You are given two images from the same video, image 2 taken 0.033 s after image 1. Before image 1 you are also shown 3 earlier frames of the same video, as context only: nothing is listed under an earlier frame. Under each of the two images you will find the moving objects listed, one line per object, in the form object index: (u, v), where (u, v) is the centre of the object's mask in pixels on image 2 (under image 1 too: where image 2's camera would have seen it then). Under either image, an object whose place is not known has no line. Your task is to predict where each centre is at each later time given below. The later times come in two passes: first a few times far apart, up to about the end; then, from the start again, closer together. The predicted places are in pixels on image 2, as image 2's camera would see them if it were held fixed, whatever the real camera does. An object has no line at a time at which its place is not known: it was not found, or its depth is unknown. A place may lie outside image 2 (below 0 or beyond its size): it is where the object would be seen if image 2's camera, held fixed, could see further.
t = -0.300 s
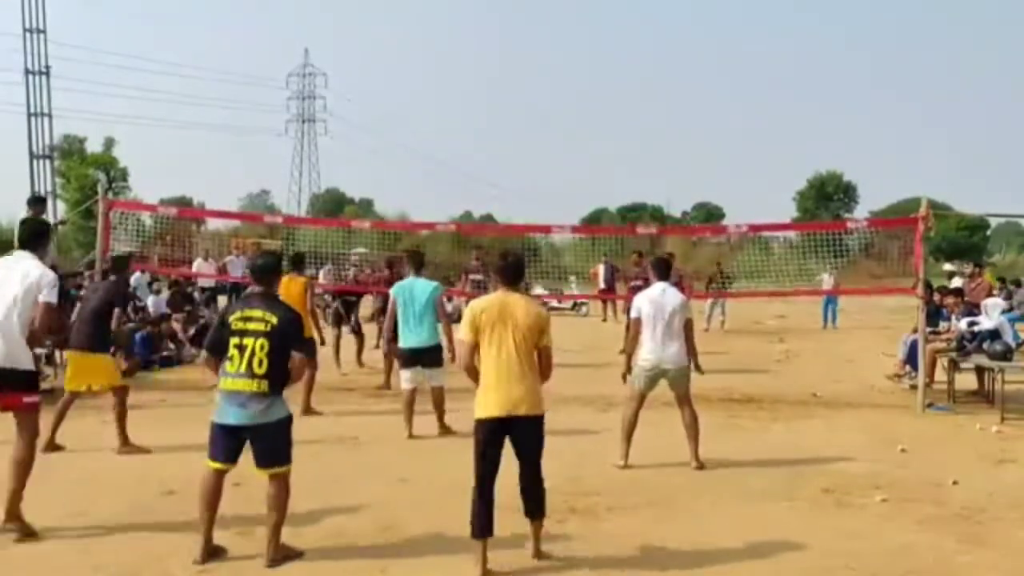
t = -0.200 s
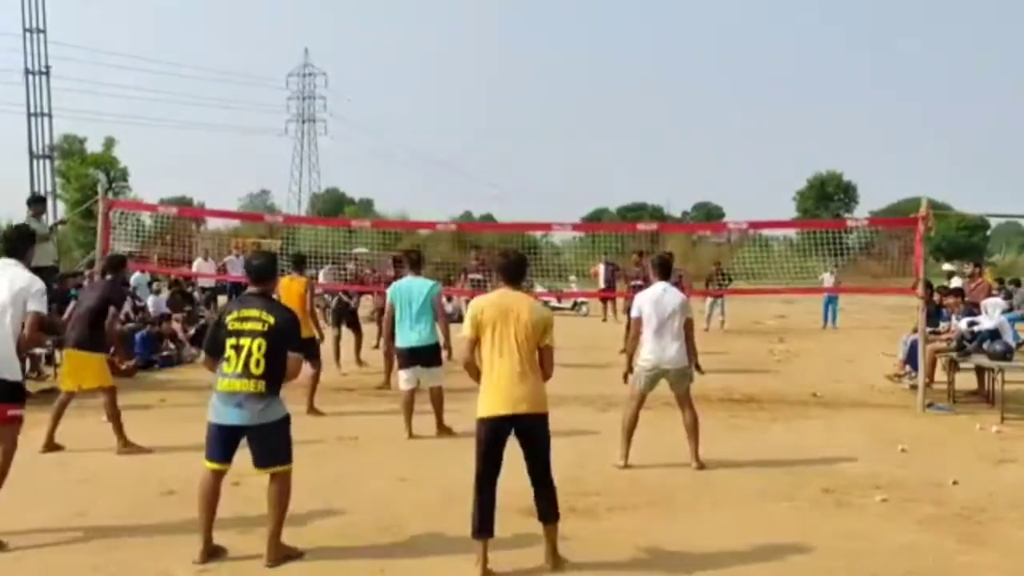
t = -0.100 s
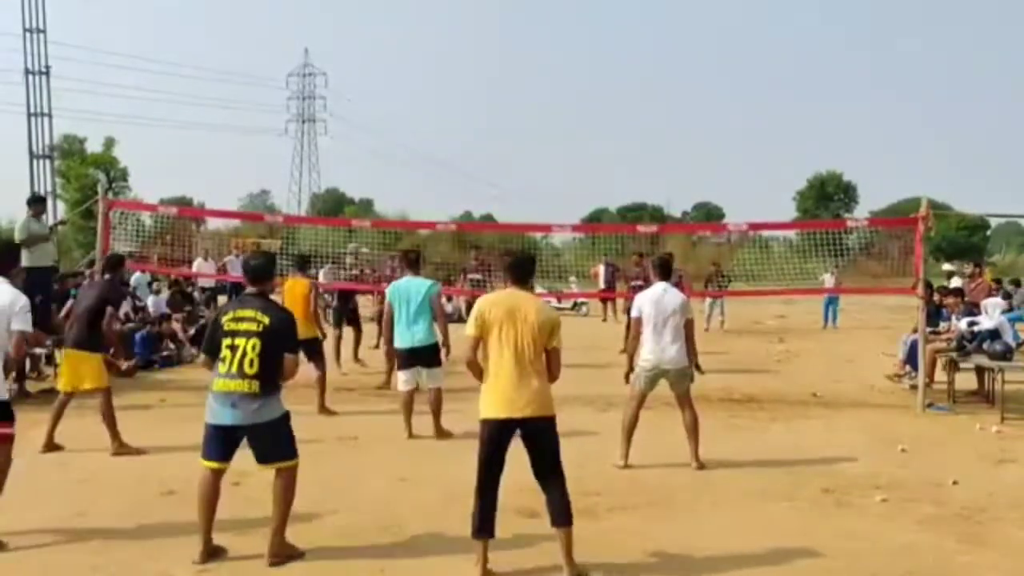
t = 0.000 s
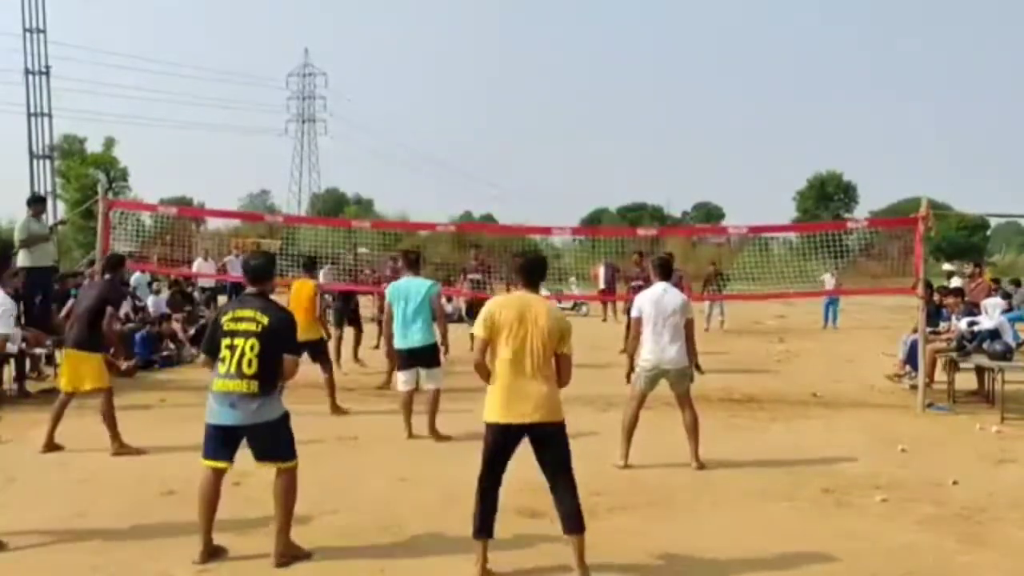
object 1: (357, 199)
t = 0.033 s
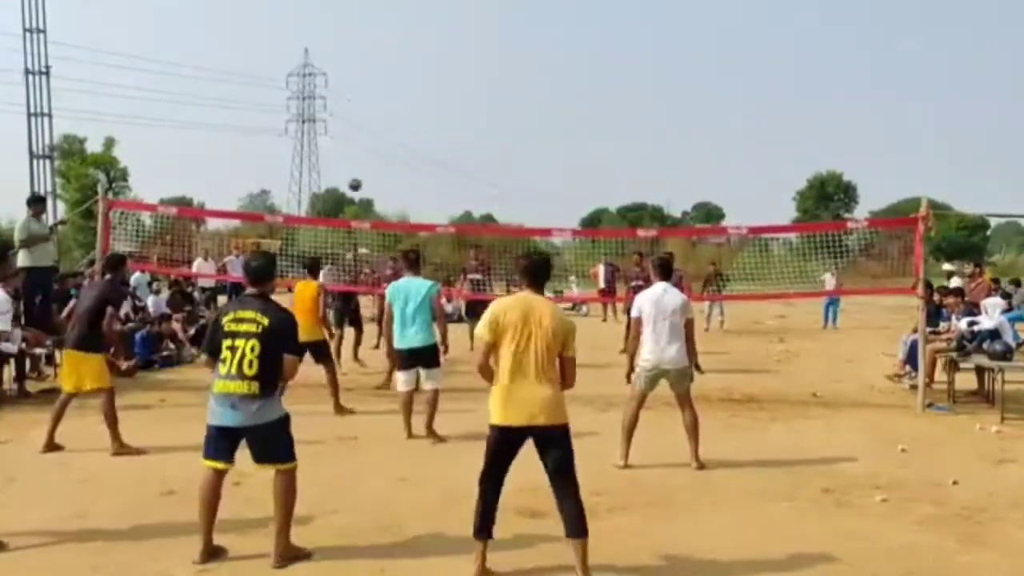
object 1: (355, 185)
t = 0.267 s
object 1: (352, 88)
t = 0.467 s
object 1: (345, 29)
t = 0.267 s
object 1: (352, 88)
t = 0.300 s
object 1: (351, 77)
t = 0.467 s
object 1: (345, 29)
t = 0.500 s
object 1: (344, 22)
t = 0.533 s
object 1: (342, 15)
